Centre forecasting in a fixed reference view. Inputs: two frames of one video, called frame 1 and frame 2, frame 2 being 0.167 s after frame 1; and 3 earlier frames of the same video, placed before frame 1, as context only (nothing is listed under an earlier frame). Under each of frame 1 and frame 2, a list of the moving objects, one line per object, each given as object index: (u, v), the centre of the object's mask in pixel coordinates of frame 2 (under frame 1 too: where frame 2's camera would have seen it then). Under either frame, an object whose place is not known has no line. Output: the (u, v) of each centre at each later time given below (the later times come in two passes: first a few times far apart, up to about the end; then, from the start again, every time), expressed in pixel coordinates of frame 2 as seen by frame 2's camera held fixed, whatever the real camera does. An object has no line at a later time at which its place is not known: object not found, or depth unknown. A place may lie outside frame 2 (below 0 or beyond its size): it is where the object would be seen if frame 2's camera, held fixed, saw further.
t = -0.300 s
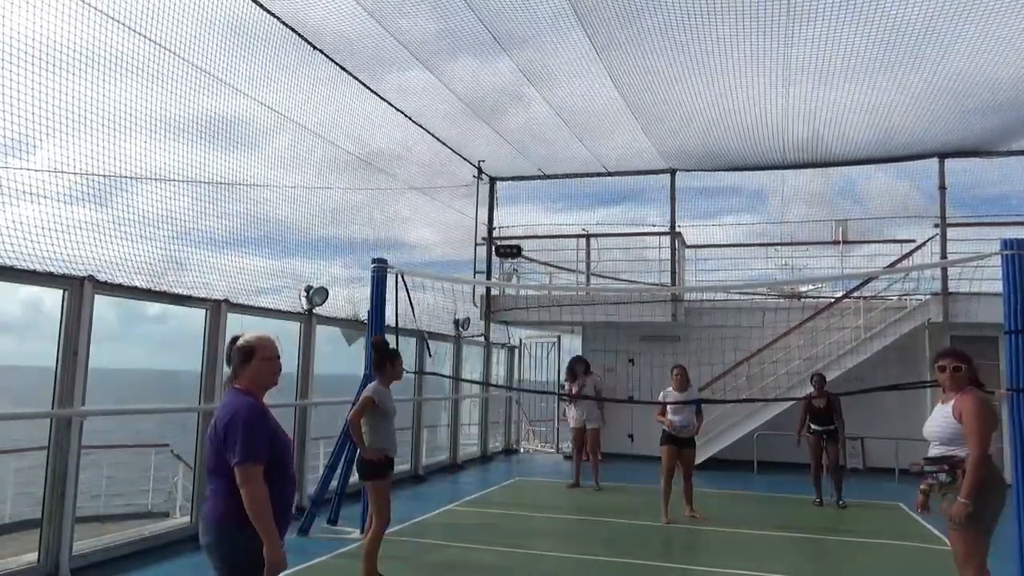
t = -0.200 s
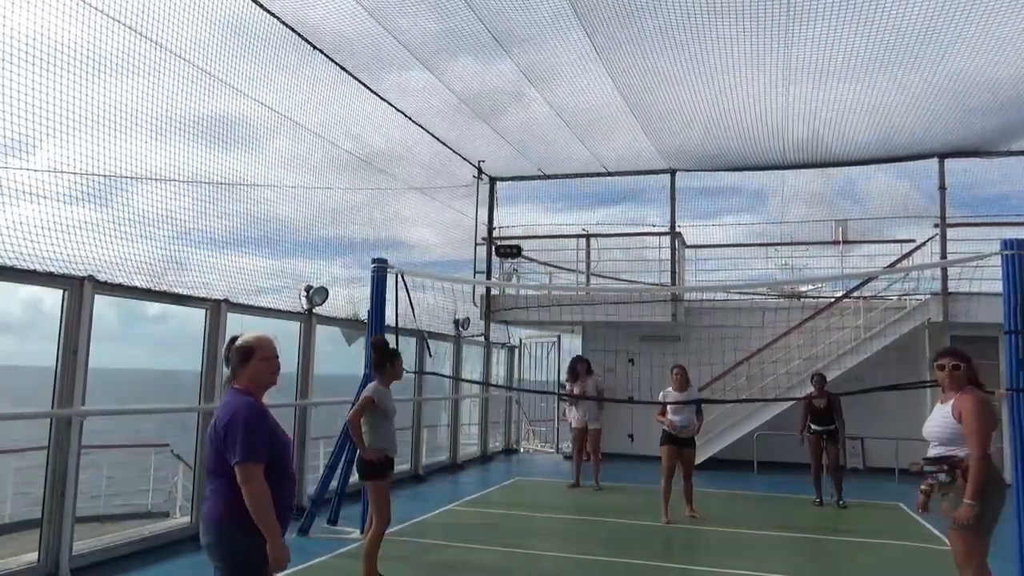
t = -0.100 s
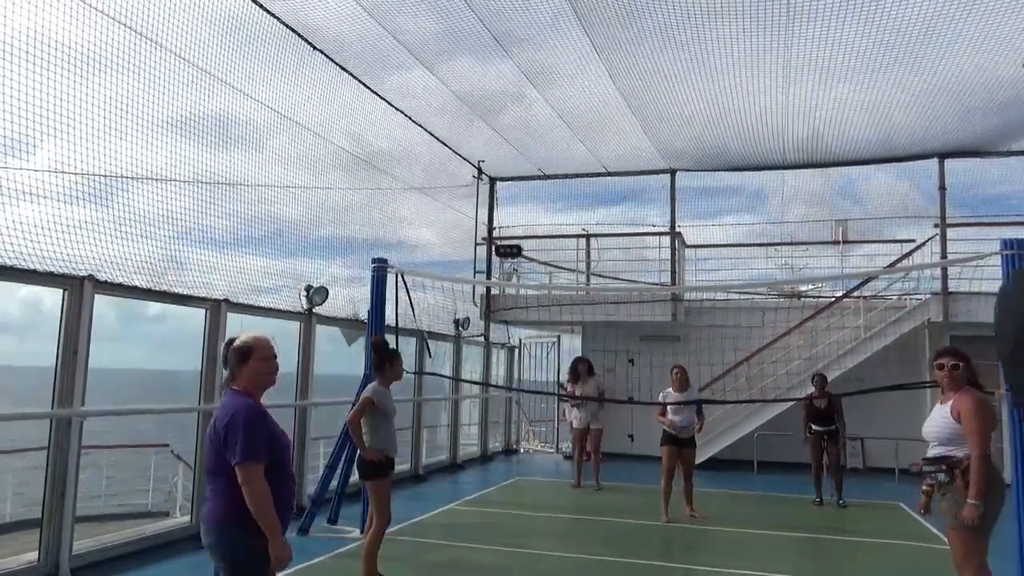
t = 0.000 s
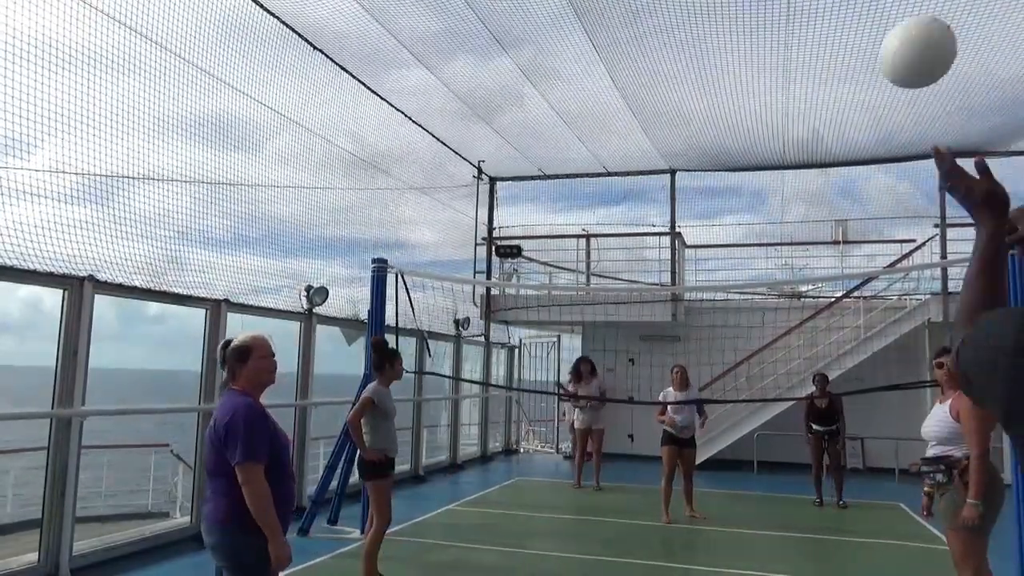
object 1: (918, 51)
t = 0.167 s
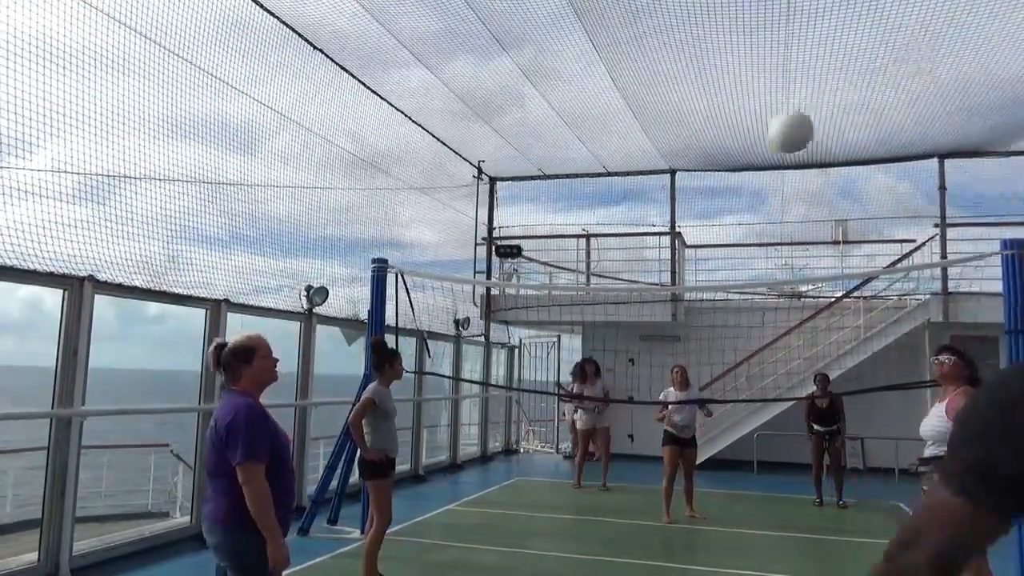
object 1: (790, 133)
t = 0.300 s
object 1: (744, 188)
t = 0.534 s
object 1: (702, 283)
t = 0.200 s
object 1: (776, 146)
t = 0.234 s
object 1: (763, 159)
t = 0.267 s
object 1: (753, 173)
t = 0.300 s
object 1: (744, 188)
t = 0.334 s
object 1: (735, 201)
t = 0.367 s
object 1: (729, 216)
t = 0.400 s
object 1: (721, 229)
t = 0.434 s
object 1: (716, 243)
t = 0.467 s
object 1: (710, 256)
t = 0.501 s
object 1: (705, 270)
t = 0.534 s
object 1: (702, 283)
